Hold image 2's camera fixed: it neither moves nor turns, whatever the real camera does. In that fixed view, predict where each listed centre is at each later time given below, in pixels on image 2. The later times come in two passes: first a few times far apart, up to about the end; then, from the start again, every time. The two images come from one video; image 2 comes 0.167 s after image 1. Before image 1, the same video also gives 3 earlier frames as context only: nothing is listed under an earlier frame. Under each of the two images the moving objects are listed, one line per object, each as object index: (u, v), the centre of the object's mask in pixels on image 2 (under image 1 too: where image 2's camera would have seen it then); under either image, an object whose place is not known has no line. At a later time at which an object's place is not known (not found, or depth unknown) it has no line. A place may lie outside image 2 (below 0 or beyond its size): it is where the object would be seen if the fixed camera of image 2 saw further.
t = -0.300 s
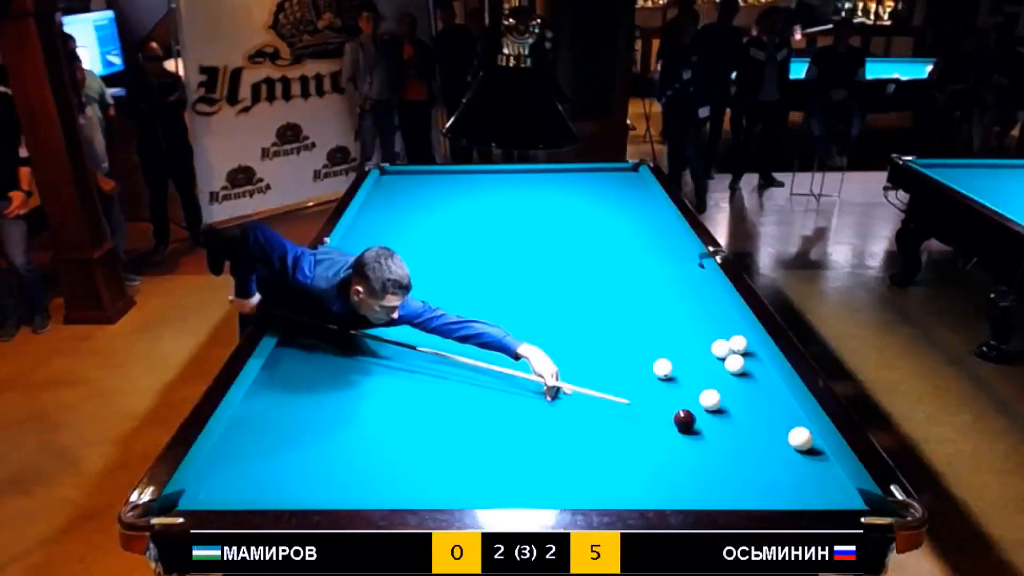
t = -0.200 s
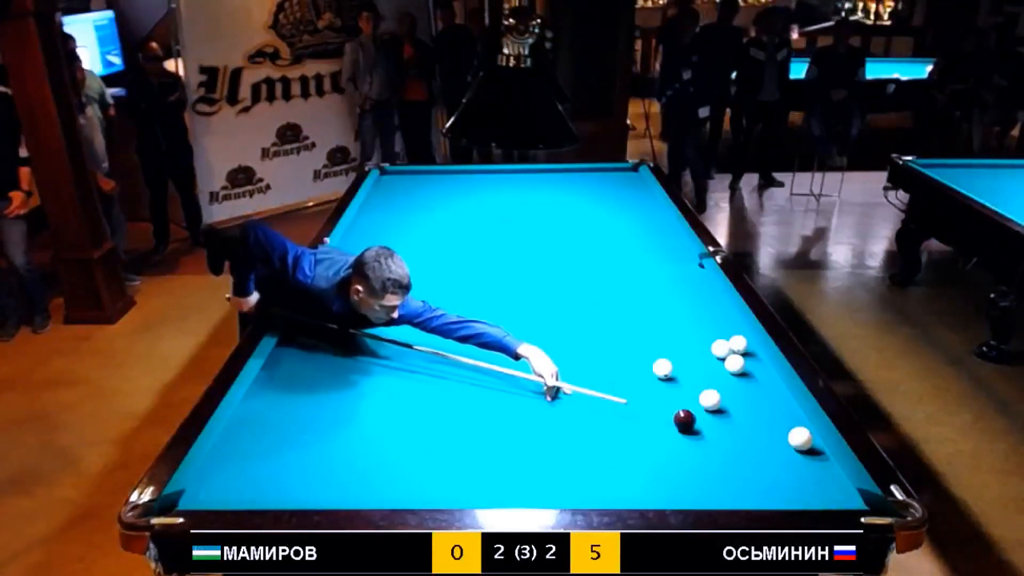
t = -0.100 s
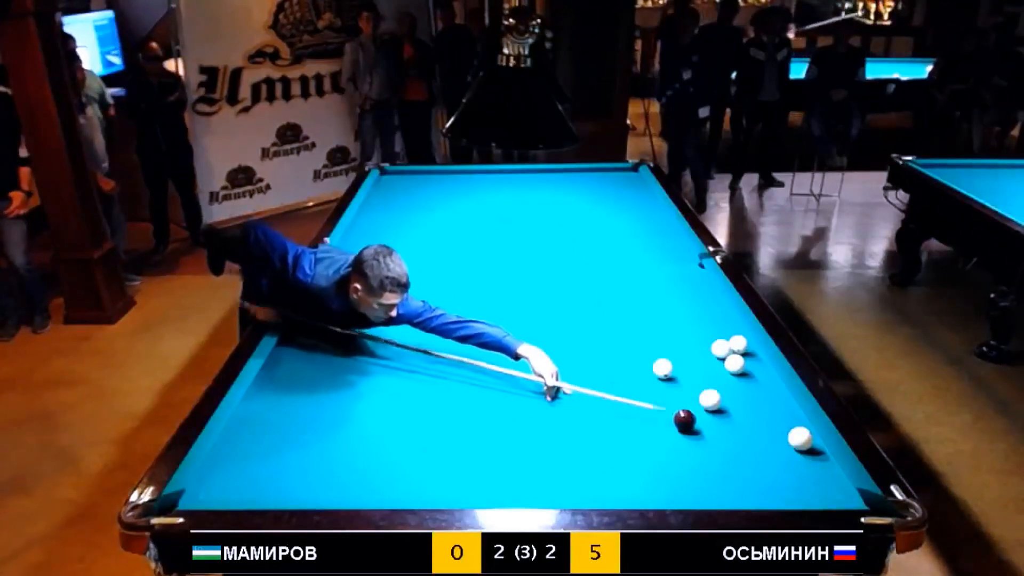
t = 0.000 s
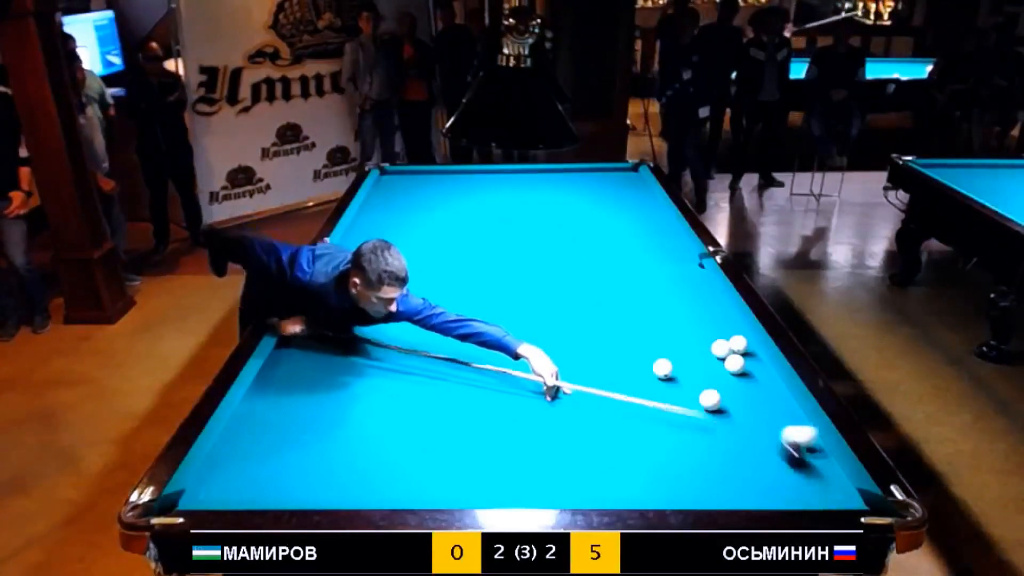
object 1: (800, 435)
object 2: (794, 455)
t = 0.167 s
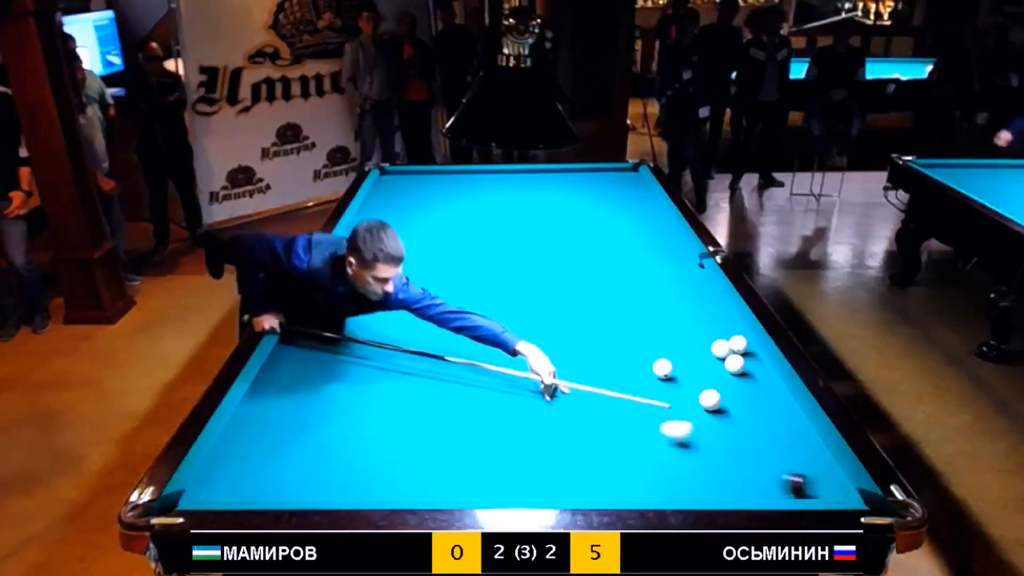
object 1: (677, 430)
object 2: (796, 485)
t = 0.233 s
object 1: (635, 428)
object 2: (753, 476)
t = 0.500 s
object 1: (475, 422)
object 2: (634, 448)
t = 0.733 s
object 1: (342, 418)
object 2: (564, 433)
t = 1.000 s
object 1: (277, 415)
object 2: (492, 415)
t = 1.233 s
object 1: (357, 416)
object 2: (434, 402)
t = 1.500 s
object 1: (439, 418)
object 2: (374, 388)
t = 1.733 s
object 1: (511, 419)
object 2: (326, 376)
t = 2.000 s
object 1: (591, 420)
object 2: (276, 364)
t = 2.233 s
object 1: (662, 421)
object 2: (305, 354)
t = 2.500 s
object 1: (743, 423)
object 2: (340, 344)
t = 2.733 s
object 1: (792, 424)
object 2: (368, 336)
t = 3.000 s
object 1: (746, 425)
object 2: (397, 328)
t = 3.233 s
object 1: (708, 426)
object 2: (422, 321)
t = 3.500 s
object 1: (667, 428)
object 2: (447, 313)
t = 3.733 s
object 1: (632, 429)
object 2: (468, 307)
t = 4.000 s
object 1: (594, 430)
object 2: (490, 300)
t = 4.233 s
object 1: (562, 431)
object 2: (508, 295)
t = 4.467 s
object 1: (531, 432)
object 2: (525, 290)
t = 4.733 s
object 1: (497, 433)
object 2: (543, 285)
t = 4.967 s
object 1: (470, 434)
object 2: (558, 281)
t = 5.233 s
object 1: (439, 435)
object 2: (573, 276)
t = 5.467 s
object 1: (414, 435)
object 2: (586, 273)
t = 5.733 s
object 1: (387, 436)
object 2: (600, 269)
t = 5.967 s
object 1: (364, 436)
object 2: (611, 265)
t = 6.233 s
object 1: (340, 437)
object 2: (622, 262)
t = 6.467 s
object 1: (321, 437)
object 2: (632, 259)
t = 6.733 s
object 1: (300, 436)
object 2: (641, 256)
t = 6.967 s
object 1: (283, 436)
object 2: (649, 254)
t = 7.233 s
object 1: (265, 435)
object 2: (657, 251)
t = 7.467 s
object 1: (251, 435)
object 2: (663, 249)
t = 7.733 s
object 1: (236, 435)
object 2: (670, 247)
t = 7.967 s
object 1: (235, 435)
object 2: (675, 245)
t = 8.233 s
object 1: (242, 435)
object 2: (680, 243)
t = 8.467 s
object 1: (247, 435)
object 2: (680, 243)
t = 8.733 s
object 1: (251, 435)
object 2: (677, 242)
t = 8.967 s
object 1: (254, 434)
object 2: (676, 242)
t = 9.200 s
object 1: (255, 434)
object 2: (675, 241)
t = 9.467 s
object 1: (255, 434)
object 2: (674, 241)
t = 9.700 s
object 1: (255, 434)
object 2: (674, 241)
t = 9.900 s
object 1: (257, 432)
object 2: (674, 241)
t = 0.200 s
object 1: (655, 429)
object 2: (774, 481)
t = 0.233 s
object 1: (635, 428)
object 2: (753, 476)
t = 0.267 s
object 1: (614, 428)
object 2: (734, 471)
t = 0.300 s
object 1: (593, 427)
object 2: (716, 467)
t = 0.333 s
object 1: (574, 426)
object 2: (700, 463)
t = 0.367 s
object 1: (554, 425)
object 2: (684, 459)
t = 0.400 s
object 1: (534, 424)
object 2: (670, 456)
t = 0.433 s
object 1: (514, 423)
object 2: (656, 452)
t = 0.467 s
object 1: (495, 423)
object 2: (645, 451)
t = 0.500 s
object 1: (475, 422)
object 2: (634, 448)
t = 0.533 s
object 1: (456, 421)
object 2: (623, 445)
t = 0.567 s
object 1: (437, 421)
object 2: (613, 443)
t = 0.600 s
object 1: (418, 420)
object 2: (603, 441)
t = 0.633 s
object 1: (399, 420)
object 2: (593, 438)
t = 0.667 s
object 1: (380, 419)
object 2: (583, 436)
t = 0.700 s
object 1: (361, 418)
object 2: (574, 435)
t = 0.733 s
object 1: (342, 418)
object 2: (564, 433)
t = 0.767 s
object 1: (324, 417)
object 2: (555, 429)
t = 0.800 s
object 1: (305, 417)
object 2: (545, 428)
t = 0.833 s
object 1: (286, 416)
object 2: (536, 426)
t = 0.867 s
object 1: (268, 416)
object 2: (527, 423)
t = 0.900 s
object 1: (250, 415)
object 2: (518, 422)
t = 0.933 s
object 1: (248, 415)
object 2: (509, 420)
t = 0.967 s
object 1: (263, 415)
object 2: (501, 418)
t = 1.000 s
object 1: (277, 415)
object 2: (492, 415)
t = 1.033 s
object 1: (291, 416)
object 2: (483, 413)
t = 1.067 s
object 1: (303, 416)
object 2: (475, 411)
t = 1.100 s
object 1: (315, 416)
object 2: (467, 410)
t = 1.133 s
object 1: (326, 416)
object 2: (458, 407)
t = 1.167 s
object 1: (337, 416)
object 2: (450, 405)
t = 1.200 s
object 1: (346, 417)
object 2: (442, 403)
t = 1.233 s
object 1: (357, 416)
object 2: (434, 402)
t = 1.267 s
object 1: (368, 417)
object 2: (427, 400)
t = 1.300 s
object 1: (378, 417)
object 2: (419, 398)
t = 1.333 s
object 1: (388, 417)
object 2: (412, 396)
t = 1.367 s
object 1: (399, 417)
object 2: (403, 395)
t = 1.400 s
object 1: (409, 417)
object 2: (396, 392)
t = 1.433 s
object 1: (419, 417)
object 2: (389, 391)
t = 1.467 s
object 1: (429, 417)
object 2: (381, 389)
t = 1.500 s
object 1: (439, 418)
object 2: (374, 388)
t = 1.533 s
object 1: (450, 418)
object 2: (367, 386)
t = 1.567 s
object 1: (460, 418)
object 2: (360, 384)
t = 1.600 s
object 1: (470, 418)
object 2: (353, 383)
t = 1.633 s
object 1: (480, 418)
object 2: (346, 381)
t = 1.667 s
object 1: (491, 418)
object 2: (339, 380)
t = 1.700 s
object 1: (501, 419)
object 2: (333, 378)
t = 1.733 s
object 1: (511, 419)
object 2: (326, 376)
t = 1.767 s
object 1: (521, 419)
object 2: (320, 375)
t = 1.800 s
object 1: (531, 419)
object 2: (313, 373)
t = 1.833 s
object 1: (541, 419)
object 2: (307, 372)
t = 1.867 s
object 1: (551, 419)
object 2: (300, 370)
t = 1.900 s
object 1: (561, 419)
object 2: (294, 368)
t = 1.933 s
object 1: (571, 420)
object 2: (288, 367)
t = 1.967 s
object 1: (581, 420)
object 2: (282, 365)
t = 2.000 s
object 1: (591, 420)
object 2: (276, 364)
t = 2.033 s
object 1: (601, 420)
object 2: (275, 363)
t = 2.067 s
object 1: (611, 420)
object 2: (281, 361)
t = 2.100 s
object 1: (622, 420)
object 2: (286, 360)
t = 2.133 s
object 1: (632, 420)
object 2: (291, 358)
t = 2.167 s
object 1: (642, 421)
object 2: (295, 357)
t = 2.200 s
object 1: (652, 421)
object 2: (300, 356)
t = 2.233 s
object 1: (662, 421)
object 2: (305, 354)
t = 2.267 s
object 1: (672, 421)
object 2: (309, 353)
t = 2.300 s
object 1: (681, 421)
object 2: (314, 352)
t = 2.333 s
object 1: (692, 422)
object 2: (318, 350)
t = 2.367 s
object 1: (702, 422)
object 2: (323, 349)
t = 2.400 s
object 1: (712, 422)
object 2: (327, 348)
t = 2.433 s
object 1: (722, 422)
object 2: (332, 347)
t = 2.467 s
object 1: (732, 422)
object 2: (336, 346)
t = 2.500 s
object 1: (743, 423)
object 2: (340, 344)
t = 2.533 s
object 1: (753, 423)
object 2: (344, 343)
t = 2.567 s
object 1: (763, 423)
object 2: (348, 342)
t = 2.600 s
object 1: (773, 423)
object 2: (352, 341)
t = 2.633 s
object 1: (782, 423)
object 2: (356, 340)
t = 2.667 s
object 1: (793, 424)
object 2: (360, 339)
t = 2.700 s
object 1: (799, 424)
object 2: (364, 337)
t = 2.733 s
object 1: (792, 424)
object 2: (368, 336)
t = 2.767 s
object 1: (786, 425)
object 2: (372, 335)
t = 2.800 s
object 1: (780, 424)
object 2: (376, 334)
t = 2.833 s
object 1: (774, 425)
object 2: (379, 333)
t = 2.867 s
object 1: (768, 425)
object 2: (383, 332)
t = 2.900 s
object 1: (763, 425)
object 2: (387, 331)
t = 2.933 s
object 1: (757, 425)
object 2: (390, 330)
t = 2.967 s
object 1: (752, 426)
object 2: (394, 329)
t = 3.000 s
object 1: (746, 425)
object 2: (397, 328)
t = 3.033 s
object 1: (741, 425)
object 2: (401, 327)
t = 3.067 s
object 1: (735, 426)
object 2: (405, 326)
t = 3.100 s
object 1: (730, 426)
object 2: (408, 325)
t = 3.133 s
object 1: (724, 426)
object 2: (412, 324)
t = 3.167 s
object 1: (719, 426)
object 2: (415, 323)
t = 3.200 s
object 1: (713, 426)
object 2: (419, 322)
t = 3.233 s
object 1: (708, 426)
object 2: (422, 321)
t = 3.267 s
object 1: (703, 427)
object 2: (425, 320)
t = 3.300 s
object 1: (697, 426)
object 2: (428, 319)
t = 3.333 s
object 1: (692, 427)
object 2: (432, 318)
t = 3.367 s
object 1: (687, 427)
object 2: (435, 317)
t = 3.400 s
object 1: (682, 427)
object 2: (438, 316)
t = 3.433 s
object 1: (677, 427)
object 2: (441, 315)
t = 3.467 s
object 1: (672, 427)
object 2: (444, 314)
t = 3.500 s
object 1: (667, 428)
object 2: (447, 313)
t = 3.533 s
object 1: (662, 427)
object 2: (451, 312)
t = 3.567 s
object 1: (657, 427)
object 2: (454, 312)
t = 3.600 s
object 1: (652, 427)
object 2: (457, 310)
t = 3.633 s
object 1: (647, 427)
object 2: (460, 310)
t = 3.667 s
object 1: (642, 428)
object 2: (462, 309)
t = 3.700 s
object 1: (637, 428)
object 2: (465, 308)
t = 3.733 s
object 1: (632, 429)
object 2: (468, 307)
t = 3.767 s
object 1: (627, 429)
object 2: (471, 306)
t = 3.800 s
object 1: (622, 429)
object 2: (474, 305)
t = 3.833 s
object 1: (617, 429)
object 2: (477, 304)
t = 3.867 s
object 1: (613, 429)
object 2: (479, 304)
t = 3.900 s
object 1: (608, 429)
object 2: (482, 303)
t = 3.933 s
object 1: (603, 429)
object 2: (485, 302)
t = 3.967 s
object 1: (598, 430)
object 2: (487, 301)
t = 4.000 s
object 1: (594, 430)
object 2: (490, 300)
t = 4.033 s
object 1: (589, 430)
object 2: (493, 300)
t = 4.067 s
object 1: (584, 430)
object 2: (495, 299)
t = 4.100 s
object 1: (580, 430)
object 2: (498, 298)
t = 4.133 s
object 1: (575, 430)
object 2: (501, 297)
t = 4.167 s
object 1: (571, 430)
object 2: (503, 297)
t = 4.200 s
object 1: (566, 431)
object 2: (506, 296)
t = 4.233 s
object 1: (562, 431)
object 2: (508, 295)
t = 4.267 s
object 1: (557, 431)
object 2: (511, 294)
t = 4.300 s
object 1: (553, 431)
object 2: (513, 294)
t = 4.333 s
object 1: (549, 431)
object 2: (516, 293)
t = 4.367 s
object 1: (544, 431)
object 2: (518, 292)
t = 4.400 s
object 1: (540, 431)
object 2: (521, 292)
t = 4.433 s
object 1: (535, 431)
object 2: (523, 291)
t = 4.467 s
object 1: (531, 432)
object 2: (525, 290)
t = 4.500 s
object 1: (527, 432)
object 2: (527, 290)
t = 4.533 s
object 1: (523, 432)
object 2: (530, 289)
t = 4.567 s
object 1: (518, 432)
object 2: (532, 288)
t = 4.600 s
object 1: (514, 432)
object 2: (534, 288)
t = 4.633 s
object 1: (510, 433)
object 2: (537, 287)
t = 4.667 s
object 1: (506, 433)
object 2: (539, 286)
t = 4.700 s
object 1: (501, 433)
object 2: (541, 286)
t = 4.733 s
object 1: (497, 433)
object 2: (543, 285)
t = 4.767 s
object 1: (494, 433)
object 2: (545, 284)
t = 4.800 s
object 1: (489, 433)
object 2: (547, 284)
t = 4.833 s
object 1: (486, 433)
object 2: (549, 283)
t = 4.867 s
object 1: (481, 433)
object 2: (552, 283)
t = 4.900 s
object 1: (478, 433)
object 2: (554, 282)
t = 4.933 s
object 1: (474, 433)
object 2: (556, 282)
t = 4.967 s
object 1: (470, 434)
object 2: (558, 281)
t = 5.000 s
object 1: (466, 434)
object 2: (560, 280)
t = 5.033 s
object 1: (462, 434)
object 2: (562, 280)
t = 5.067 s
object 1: (458, 434)
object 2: (564, 279)
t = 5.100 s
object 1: (454, 434)
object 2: (566, 278)
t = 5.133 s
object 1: (451, 434)
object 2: (568, 278)
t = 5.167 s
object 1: (447, 434)
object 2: (570, 278)
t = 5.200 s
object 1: (443, 435)
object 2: (572, 277)
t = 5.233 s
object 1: (439, 435)
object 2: (573, 276)
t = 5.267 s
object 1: (436, 435)
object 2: (575, 276)
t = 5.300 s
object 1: (432, 435)
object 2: (577, 275)
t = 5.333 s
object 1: (428, 435)
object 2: (579, 275)
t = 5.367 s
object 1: (425, 435)
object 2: (581, 274)
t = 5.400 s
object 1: (421, 435)
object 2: (583, 274)
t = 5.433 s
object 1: (418, 435)
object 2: (584, 273)
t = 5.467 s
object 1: (414, 435)
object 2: (586, 273)
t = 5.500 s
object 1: (411, 435)
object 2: (588, 272)
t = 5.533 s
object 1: (407, 435)
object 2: (590, 272)
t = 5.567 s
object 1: (404, 436)
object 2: (592, 271)
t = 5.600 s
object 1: (400, 436)
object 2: (593, 271)
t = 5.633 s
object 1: (397, 436)
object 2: (595, 270)
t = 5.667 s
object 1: (393, 436)
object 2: (597, 270)
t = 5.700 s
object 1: (390, 436)
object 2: (598, 269)
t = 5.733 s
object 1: (387, 436)
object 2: (600, 269)
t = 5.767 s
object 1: (383, 436)
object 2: (601, 268)
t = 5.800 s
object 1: (381, 436)
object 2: (603, 268)
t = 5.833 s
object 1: (377, 436)
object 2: (605, 267)
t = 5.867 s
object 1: (374, 436)
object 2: (606, 267)
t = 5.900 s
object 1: (371, 436)
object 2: (607, 266)
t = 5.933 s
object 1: (368, 436)
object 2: (609, 266)
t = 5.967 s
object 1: (364, 436)
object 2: (611, 265)
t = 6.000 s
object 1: (361, 436)
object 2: (612, 265)
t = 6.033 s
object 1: (358, 436)
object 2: (614, 265)
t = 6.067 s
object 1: (355, 436)
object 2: (615, 264)
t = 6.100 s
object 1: (352, 436)
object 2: (616, 264)
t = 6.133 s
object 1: (349, 437)
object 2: (618, 263)
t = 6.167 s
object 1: (346, 436)
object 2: (619, 263)
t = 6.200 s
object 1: (343, 436)
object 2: (621, 263)
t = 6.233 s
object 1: (340, 437)
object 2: (622, 262)
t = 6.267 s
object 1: (337, 436)
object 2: (624, 261)
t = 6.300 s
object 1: (334, 436)
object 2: (625, 261)
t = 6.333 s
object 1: (332, 437)
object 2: (626, 261)
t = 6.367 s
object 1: (329, 436)
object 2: (628, 260)
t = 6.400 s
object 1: (326, 437)
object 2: (629, 260)
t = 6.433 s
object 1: (323, 437)
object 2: (630, 260)
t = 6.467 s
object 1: (321, 437)
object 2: (632, 259)
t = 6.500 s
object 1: (318, 436)
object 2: (633, 259)
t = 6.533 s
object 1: (315, 437)
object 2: (634, 258)
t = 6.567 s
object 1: (312, 437)
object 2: (635, 258)
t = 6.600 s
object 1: (310, 436)
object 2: (637, 258)
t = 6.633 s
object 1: (307, 436)
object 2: (638, 257)
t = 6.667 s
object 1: (305, 436)
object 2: (639, 257)
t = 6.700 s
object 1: (302, 436)
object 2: (640, 256)
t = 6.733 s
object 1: (300, 436)
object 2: (641, 256)
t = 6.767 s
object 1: (297, 436)
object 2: (642, 256)
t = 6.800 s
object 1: (295, 436)
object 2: (643, 256)
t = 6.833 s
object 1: (292, 436)
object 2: (645, 255)
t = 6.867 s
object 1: (290, 436)
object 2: (646, 255)
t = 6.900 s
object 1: (287, 436)
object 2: (647, 254)
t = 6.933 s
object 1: (285, 436)
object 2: (648, 254)
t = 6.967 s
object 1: (283, 436)
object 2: (649, 254)
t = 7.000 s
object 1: (280, 436)
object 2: (650, 253)
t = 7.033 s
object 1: (278, 436)
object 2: (651, 253)
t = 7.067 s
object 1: (276, 436)
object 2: (652, 253)
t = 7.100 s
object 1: (274, 436)
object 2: (653, 252)
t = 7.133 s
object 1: (271, 436)
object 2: (654, 252)
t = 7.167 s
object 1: (269, 436)
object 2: (655, 252)
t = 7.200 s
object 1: (267, 436)
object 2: (656, 251)
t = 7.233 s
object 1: (265, 435)
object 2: (657, 251)
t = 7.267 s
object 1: (263, 436)
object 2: (658, 251)
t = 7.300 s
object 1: (261, 435)
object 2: (659, 250)
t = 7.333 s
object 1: (259, 435)
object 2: (660, 250)
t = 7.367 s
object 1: (257, 435)
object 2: (660, 250)
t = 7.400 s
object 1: (255, 435)
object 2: (661, 250)
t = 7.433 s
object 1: (253, 435)
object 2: (662, 249)
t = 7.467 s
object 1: (251, 435)
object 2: (663, 249)
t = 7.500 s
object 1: (249, 435)
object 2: (664, 249)
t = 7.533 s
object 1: (247, 435)
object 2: (665, 249)
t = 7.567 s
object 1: (245, 435)
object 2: (666, 248)
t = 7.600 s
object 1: (243, 435)
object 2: (666, 248)
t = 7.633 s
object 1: (241, 435)
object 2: (667, 248)
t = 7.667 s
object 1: (239, 435)
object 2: (668, 248)
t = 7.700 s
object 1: (238, 435)
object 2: (669, 247)
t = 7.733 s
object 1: (236, 435)
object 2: (670, 247)
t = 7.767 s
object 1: (234, 435)
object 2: (670, 247)
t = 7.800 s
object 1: (232, 435)
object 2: (671, 246)
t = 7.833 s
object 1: (231, 435)
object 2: (672, 246)
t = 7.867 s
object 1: (232, 435)
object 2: (672, 246)
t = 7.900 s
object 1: (233, 435)
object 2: (673, 246)
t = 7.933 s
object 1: (235, 435)
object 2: (674, 246)
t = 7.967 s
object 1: (235, 435)
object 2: (675, 245)
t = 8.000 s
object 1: (236, 435)
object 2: (675, 245)
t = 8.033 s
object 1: (237, 435)
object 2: (676, 245)
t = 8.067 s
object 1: (238, 435)
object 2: (677, 245)
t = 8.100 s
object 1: (239, 435)
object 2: (677, 244)
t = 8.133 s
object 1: (240, 435)
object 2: (678, 244)
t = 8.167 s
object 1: (241, 435)
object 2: (678, 244)
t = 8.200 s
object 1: (241, 435)
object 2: (679, 244)
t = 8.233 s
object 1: (242, 435)
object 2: (680, 243)
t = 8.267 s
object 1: (243, 435)
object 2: (680, 243)
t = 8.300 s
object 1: (244, 435)
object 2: (681, 243)
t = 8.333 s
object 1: (244, 435)
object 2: (681, 243)
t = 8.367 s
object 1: (245, 435)
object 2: (681, 243)
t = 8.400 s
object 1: (246, 435)
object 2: (681, 243)
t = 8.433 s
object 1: (246, 435)
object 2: (681, 243)
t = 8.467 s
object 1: (247, 435)
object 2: (680, 243)
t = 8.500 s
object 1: (248, 435)
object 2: (680, 243)
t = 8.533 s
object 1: (248, 435)
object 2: (679, 243)
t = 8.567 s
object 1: (249, 435)
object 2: (679, 242)
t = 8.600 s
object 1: (249, 435)
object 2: (679, 242)
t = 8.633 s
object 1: (250, 435)
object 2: (678, 242)
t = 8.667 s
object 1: (250, 435)
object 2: (678, 242)
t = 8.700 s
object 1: (251, 435)
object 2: (678, 242)
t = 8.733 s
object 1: (251, 435)
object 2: (677, 242)
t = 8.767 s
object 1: (252, 434)
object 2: (677, 242)
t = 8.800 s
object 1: (252, 434)
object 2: (677, 242)
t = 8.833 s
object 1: (252, 434)
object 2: (677, 242)
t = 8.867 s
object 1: (253, 434)
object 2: (676, 242)
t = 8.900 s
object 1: (253, 434)
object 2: (676, 242)
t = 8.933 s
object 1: (253, 434)
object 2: (676, 242)
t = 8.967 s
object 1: (254, 434)
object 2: (676, 242)
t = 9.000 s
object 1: (254, 434)
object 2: (676, 242)
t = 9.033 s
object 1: (254, 434)
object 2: (675, 241)
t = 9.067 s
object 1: (254, 434)
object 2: (675, 241)
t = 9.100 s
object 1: (254, 434)
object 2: (675, 241)
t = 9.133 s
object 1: (254, 434)
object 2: (675, 241)
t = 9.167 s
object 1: (255, 434)
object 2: (675, 241)
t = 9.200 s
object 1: (255, 434)
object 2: (675, 241)
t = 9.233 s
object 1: (255, 434)
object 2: (675, 241)
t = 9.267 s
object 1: (255, 434)
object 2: (675, 241)
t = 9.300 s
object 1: (255, 434)
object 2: (675, 241)
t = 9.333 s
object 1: (255, 434)
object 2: (675, 241)
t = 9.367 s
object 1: (255, 434)
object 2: (675, 241)
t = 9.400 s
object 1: (255, 434)
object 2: (675, 241)
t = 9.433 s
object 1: (255, 434)
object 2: (675, 241)
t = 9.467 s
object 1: (255, 434)
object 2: (674, 241)
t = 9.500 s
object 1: (255, 434)
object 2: (674, 241)
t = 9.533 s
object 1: (255, 434)
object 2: (674, 241)
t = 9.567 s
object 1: (255, 434)
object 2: (674, 241)
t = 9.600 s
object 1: (255, 434)
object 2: (674, 241)
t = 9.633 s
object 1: (255, 434)
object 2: (674, 241)
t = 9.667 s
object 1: (255, 434)
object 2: (674, 241)
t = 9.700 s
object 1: (255, 434)
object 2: (674, 241)
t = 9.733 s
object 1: (255, 434)
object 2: (674, 241)
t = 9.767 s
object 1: (255, 434)
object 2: (674, 241)
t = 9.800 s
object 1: (255, 434)
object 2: (674, 241)
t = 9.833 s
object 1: (255, 434)
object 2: (674, 241)
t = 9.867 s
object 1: (255, 434)
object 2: (674, 241)
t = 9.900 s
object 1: (257, 432)
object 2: (674, 241)
